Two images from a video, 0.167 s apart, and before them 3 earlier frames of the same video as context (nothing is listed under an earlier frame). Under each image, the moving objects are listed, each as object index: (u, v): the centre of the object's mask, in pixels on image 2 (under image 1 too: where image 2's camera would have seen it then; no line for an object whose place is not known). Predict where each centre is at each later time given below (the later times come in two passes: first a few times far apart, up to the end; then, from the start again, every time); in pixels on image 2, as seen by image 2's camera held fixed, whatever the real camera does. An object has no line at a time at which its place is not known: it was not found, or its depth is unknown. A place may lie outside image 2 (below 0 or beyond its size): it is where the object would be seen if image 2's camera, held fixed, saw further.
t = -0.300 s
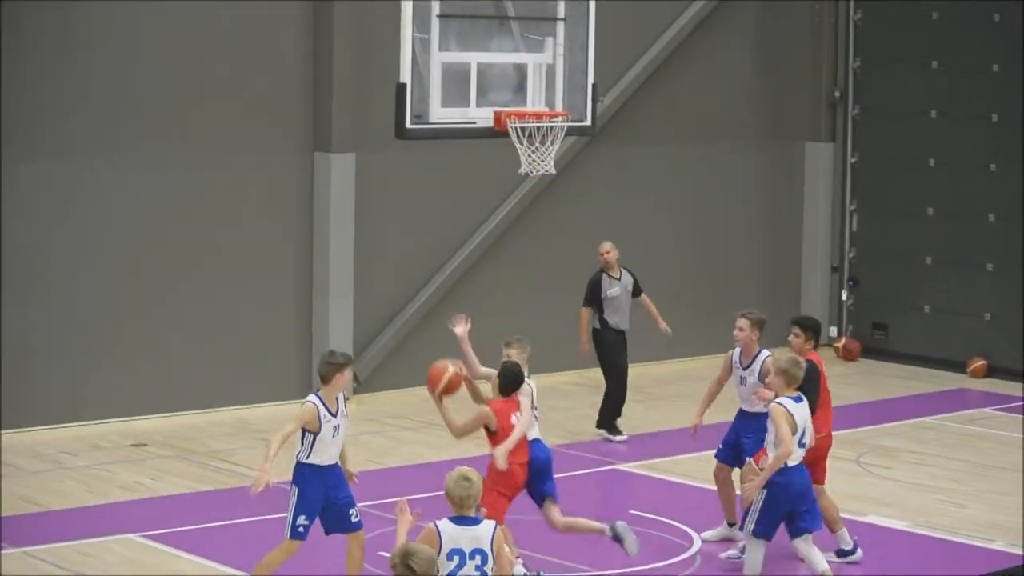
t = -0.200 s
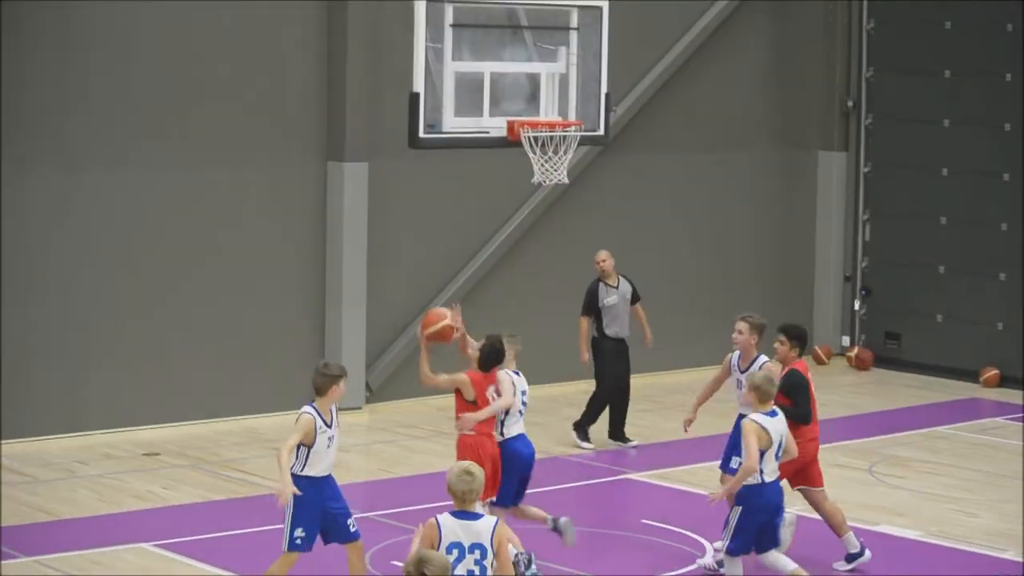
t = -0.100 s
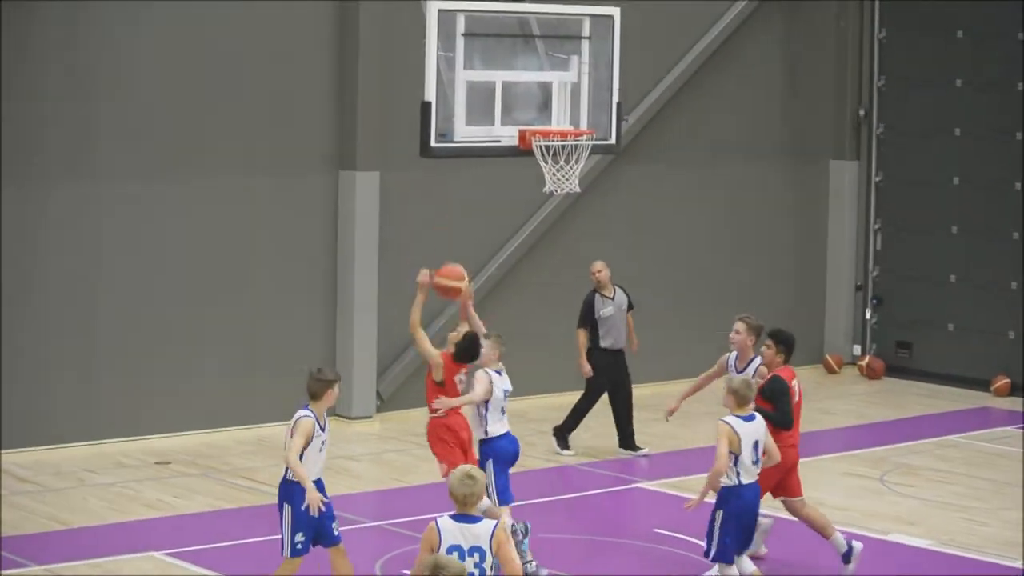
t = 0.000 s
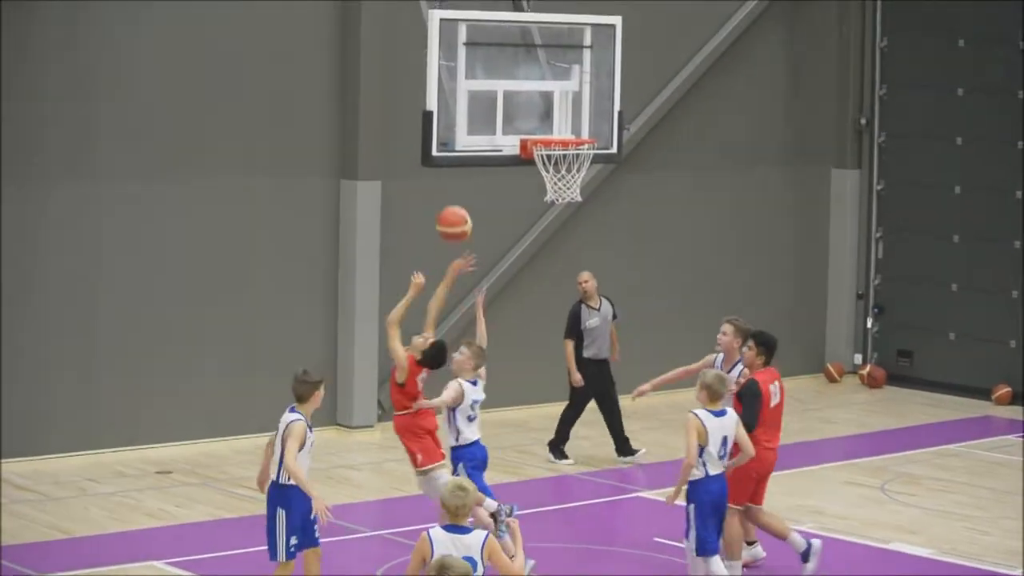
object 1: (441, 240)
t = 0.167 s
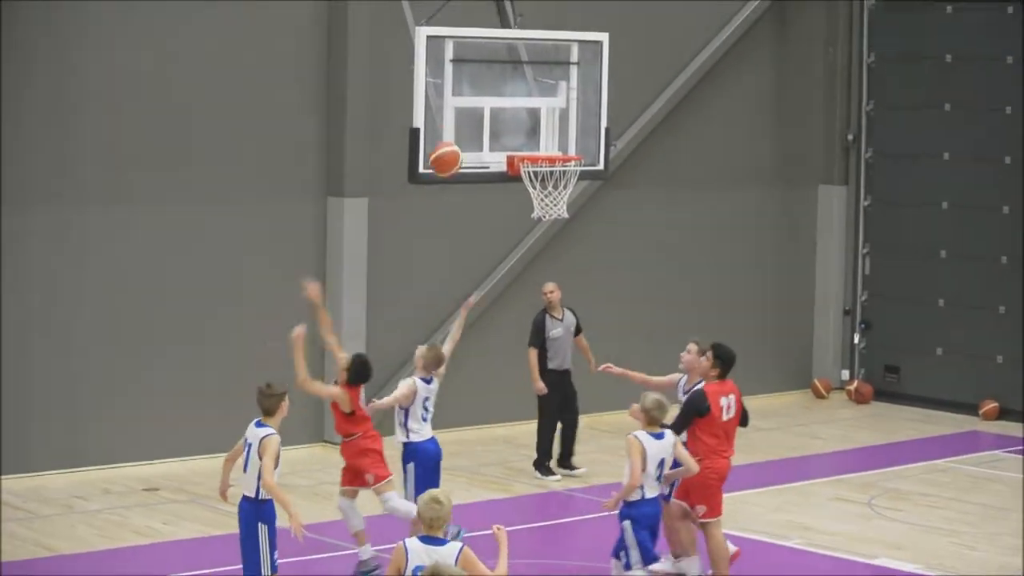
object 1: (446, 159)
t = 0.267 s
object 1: (447, 130)
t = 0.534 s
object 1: (490, 129)
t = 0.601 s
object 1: (505, 146)
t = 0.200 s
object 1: (446, 148)
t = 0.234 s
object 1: (447, 138)
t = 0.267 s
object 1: (447, 130)
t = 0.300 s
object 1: (448, 124)
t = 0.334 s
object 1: (448, 120)
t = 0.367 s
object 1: (450, 117)
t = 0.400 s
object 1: (458, 116)
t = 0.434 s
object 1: (465, 117)
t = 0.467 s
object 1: (474, 119)
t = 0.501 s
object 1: (482, 123)
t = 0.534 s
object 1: (490, 129)
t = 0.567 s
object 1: (499, 137)
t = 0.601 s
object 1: (505, 146)
